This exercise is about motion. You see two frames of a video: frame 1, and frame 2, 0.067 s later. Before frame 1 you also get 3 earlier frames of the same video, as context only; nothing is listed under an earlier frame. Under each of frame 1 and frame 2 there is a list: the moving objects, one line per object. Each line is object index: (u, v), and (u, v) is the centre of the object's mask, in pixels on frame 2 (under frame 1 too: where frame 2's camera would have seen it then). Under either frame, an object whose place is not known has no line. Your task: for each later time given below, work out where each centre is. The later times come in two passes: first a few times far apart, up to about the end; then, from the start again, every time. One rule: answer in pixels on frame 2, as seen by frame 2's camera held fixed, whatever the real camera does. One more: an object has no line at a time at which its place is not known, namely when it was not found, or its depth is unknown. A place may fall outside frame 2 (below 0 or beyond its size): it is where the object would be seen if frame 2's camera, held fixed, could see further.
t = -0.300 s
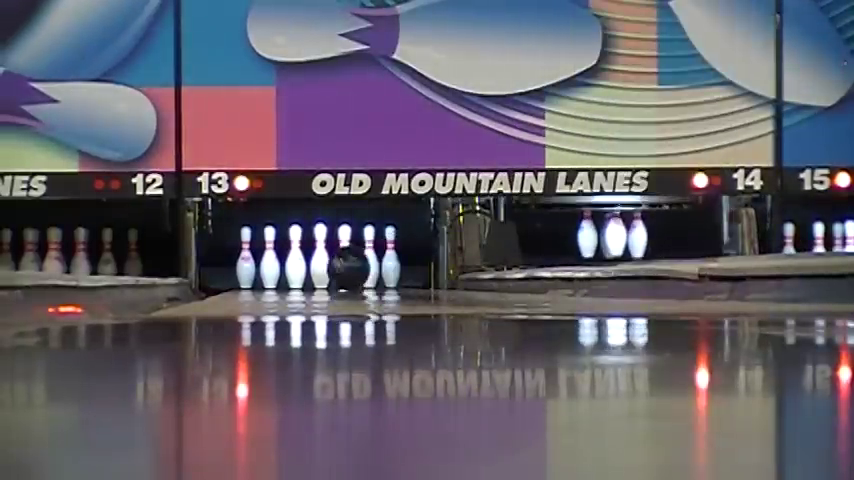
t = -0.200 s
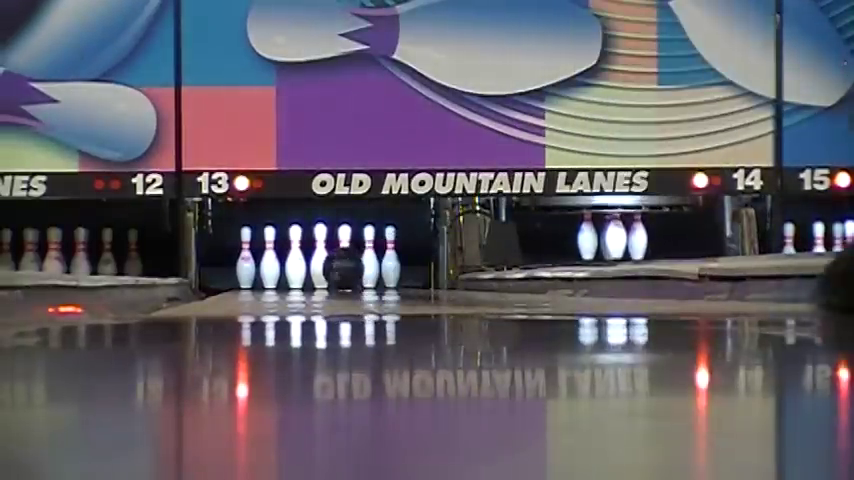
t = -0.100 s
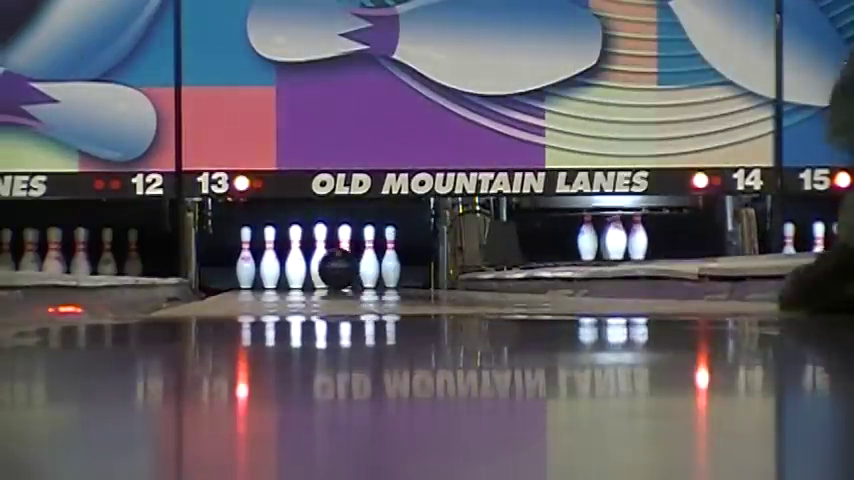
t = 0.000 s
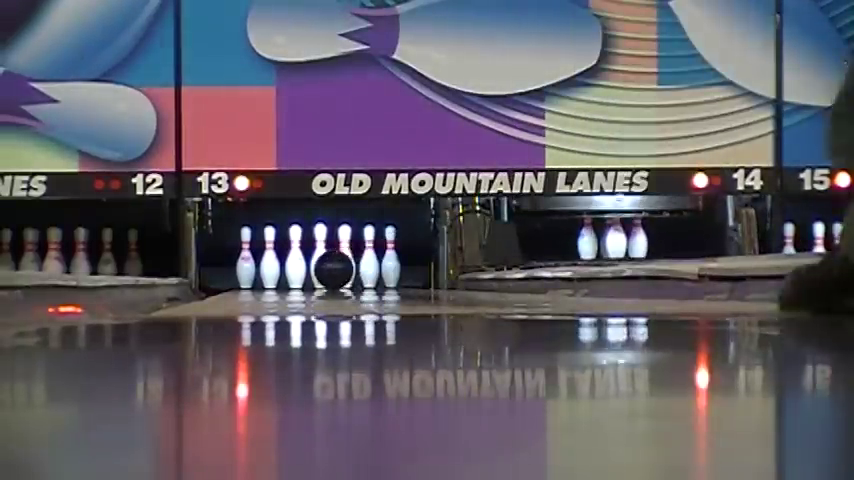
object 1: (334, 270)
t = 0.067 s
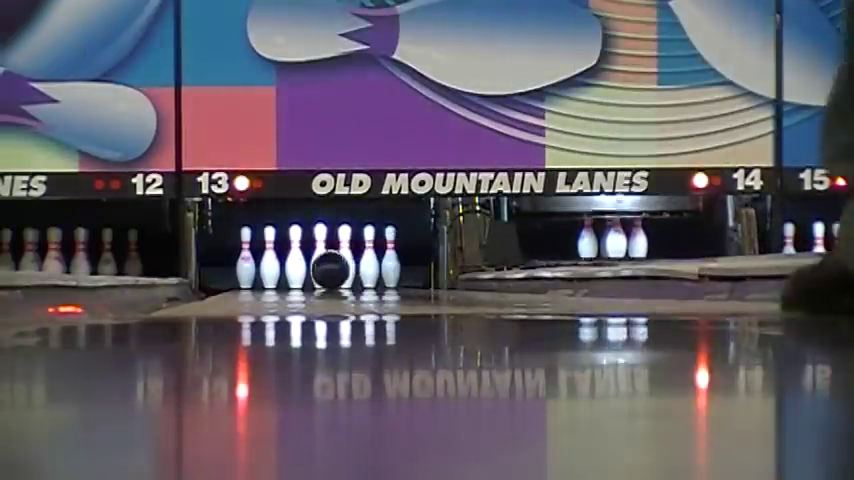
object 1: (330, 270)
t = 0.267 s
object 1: (322, 271)
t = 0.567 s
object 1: (323, 271)
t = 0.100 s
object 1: (329, 270)
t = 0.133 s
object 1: (328, 270)
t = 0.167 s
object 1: (326, 270)
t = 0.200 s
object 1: (325, 271)
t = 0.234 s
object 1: (324, 271)
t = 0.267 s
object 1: (322, 271)
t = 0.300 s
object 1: (321, 270)
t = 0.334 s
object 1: (321, 271)
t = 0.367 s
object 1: (322, 271)
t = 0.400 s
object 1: (320, 272)
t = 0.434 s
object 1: (319, 273)
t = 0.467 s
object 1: (317, 272)
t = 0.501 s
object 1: (320, 272)
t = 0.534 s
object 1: (321, 273)
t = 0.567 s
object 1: (323, 271)
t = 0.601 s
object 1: (325, 277)
